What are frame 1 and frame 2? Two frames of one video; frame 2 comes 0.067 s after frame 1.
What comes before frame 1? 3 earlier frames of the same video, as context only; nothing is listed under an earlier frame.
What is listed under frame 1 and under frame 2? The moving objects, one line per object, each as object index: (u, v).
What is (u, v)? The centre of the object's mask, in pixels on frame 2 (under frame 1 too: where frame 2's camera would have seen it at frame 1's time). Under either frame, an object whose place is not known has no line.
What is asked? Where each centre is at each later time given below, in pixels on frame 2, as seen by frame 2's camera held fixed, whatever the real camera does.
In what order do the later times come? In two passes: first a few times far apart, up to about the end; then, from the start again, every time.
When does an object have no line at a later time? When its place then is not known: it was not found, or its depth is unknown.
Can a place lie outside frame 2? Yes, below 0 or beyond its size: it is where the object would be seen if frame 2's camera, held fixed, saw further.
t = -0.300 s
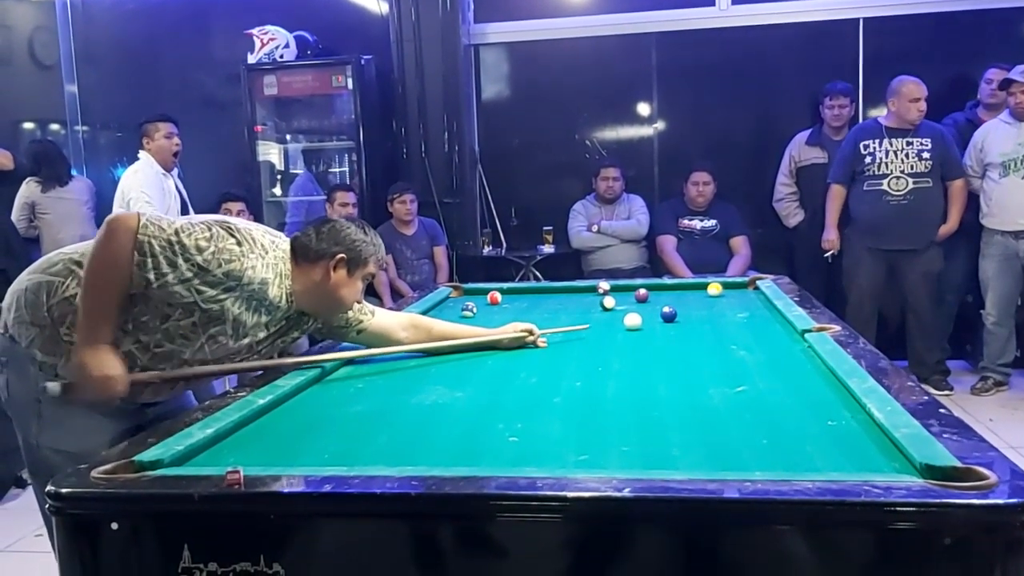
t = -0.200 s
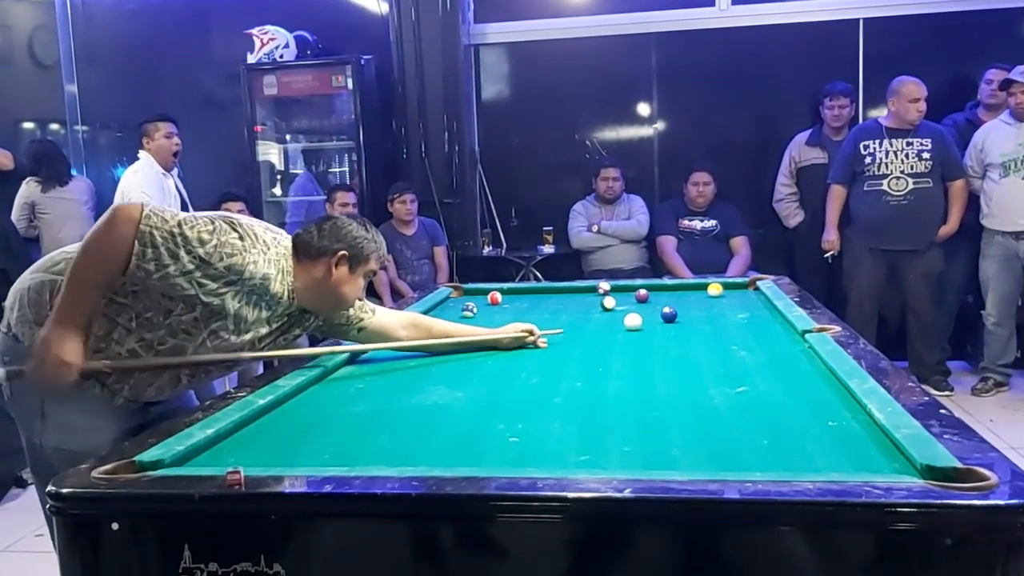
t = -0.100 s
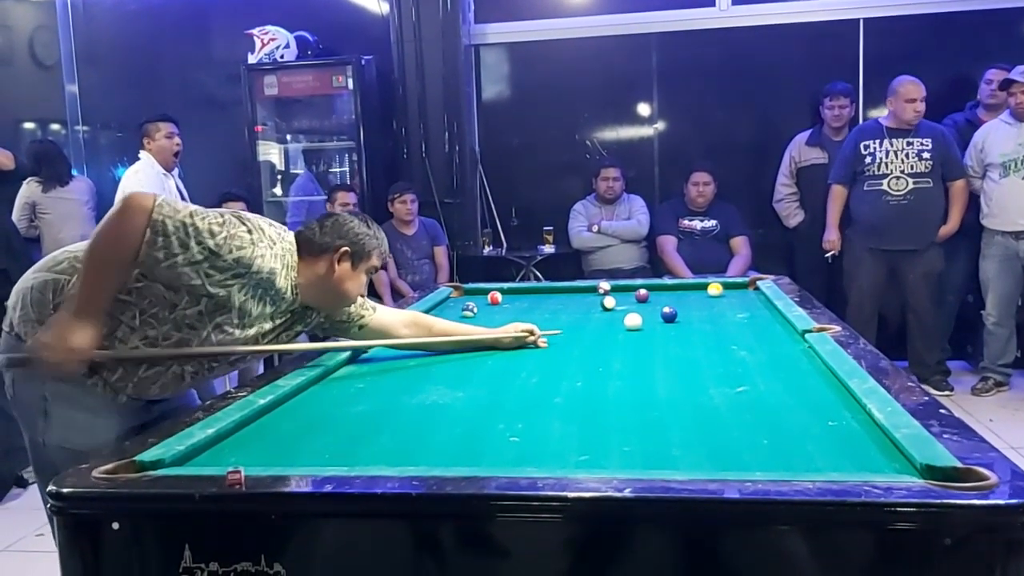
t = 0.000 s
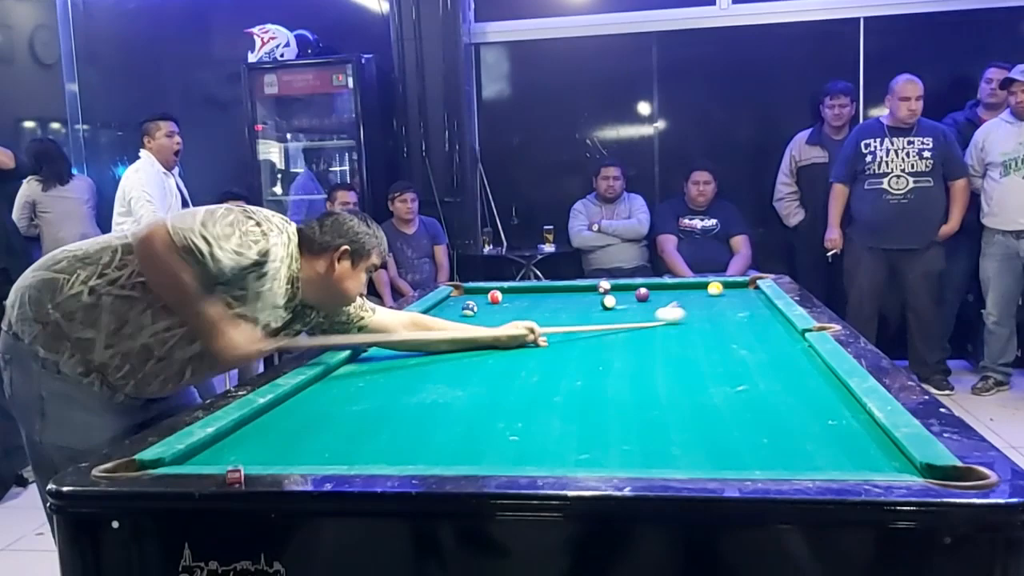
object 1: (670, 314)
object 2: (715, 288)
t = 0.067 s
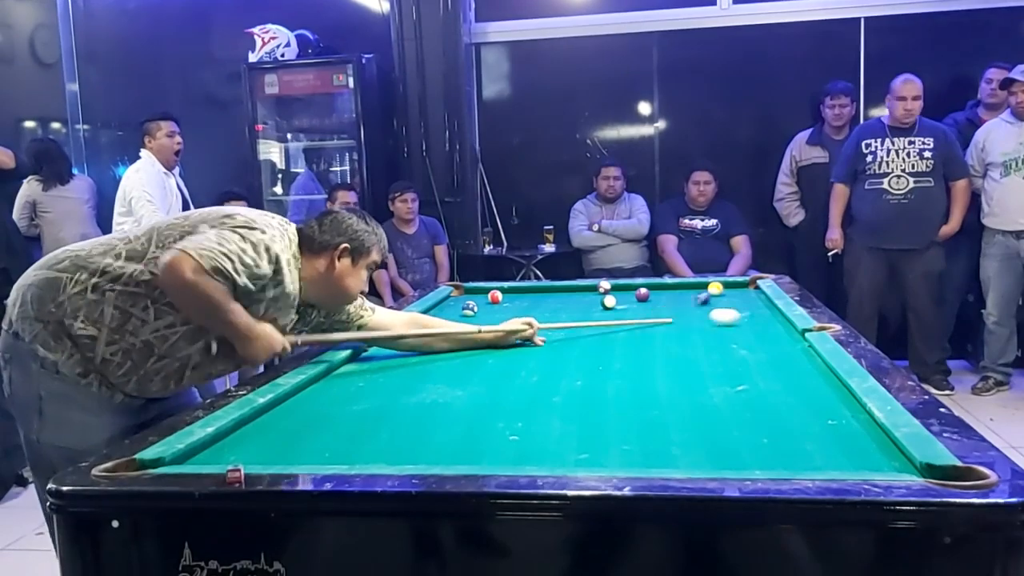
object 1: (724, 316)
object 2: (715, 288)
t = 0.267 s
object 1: (728, 329)
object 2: (709, 291)
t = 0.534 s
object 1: (609, 353)
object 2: (716, 320)
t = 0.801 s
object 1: (467, 382)
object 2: (727, 362)
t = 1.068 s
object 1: (285, 419)
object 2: (747, 436)
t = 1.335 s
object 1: (266, 449)
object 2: (757, 418)
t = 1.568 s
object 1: (306, 456)
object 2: (758, 378)
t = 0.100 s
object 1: (751, 317)
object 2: (714, 286)
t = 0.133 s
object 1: (775, 319)
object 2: (710, 285)
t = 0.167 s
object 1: (770, 321)
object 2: (707, 284)
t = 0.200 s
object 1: (756, 324)
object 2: (708, 285)
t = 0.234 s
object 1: (742, 326)
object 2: (708, 289)
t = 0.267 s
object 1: (728, 329)
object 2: (709, 291)
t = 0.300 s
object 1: (715, 331)
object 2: (709, 294)
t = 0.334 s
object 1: (701, 334)
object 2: (710, 298)
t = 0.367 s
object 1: (686, 338)
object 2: (711, 301)
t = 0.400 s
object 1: (672, 340)
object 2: (712, 305)
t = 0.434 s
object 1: (656, 344)
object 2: (713, 308)
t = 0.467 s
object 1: (641, 346)
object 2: (714, 312)
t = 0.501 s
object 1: (626, 349)
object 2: (715, 316)
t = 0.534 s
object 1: (609, 353)
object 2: (716, 320)
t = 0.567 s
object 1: (593, 356)
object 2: (717, 324)
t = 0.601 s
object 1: (577, 360)
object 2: (718, 329)
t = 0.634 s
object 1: (559, 363)
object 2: (720, 334)
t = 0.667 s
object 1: (542, 367)
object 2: (721, 339)
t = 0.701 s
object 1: (524, 371)
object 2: (722, 344)
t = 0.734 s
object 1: (505, 374)
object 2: (724, 350)
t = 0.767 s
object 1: (486, 378)
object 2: (726, 355)
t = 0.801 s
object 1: (467, 382)
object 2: (727, 362)
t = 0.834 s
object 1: (446, 386)
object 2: (729, 369)
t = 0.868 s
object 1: (425, 390)
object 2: (731, 377)
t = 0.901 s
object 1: (404, 395)
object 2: (733, 385)
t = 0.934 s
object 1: (381, 399)
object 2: (736, 393)
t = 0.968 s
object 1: (359, 404)
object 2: (738, 402)
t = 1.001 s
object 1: (335, 409)
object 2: (741, 413)
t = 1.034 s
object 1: (310, 414)
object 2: (744, 423)
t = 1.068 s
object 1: (285, 419)
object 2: (747, 436)
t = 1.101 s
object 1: (259, 424)
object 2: (750, 449)
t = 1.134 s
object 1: (237, 429)
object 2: (754, 457)
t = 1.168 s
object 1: (243, 432)
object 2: (757, 459)
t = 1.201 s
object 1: (250, 436)
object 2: (757, 449)
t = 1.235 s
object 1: (255, 438)
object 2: (757, 441)
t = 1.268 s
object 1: (259, 442)
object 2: (757, 435)
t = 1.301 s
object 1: (263, 445)
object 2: (757, 425)
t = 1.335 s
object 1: (266, 449)
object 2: (757, 418)
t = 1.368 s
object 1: (270, 451)
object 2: (757, 411)
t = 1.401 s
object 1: (274, 453)
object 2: (758, 404)
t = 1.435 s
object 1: (278, 455)
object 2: (758, 398)
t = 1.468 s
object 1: (283, 457)
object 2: (758, 393)
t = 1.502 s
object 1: (287, 459)
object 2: (758, 388)
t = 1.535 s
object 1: (297, 457)
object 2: (759, 383)
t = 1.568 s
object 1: (306, 456)
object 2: (758, 378)
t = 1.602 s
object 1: (315, 455)
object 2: (759, 374)
